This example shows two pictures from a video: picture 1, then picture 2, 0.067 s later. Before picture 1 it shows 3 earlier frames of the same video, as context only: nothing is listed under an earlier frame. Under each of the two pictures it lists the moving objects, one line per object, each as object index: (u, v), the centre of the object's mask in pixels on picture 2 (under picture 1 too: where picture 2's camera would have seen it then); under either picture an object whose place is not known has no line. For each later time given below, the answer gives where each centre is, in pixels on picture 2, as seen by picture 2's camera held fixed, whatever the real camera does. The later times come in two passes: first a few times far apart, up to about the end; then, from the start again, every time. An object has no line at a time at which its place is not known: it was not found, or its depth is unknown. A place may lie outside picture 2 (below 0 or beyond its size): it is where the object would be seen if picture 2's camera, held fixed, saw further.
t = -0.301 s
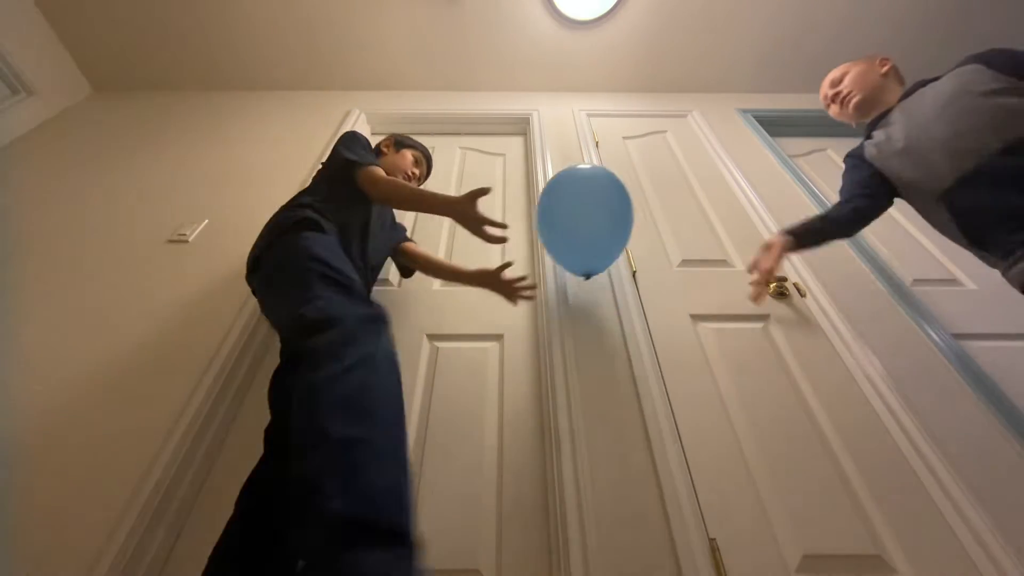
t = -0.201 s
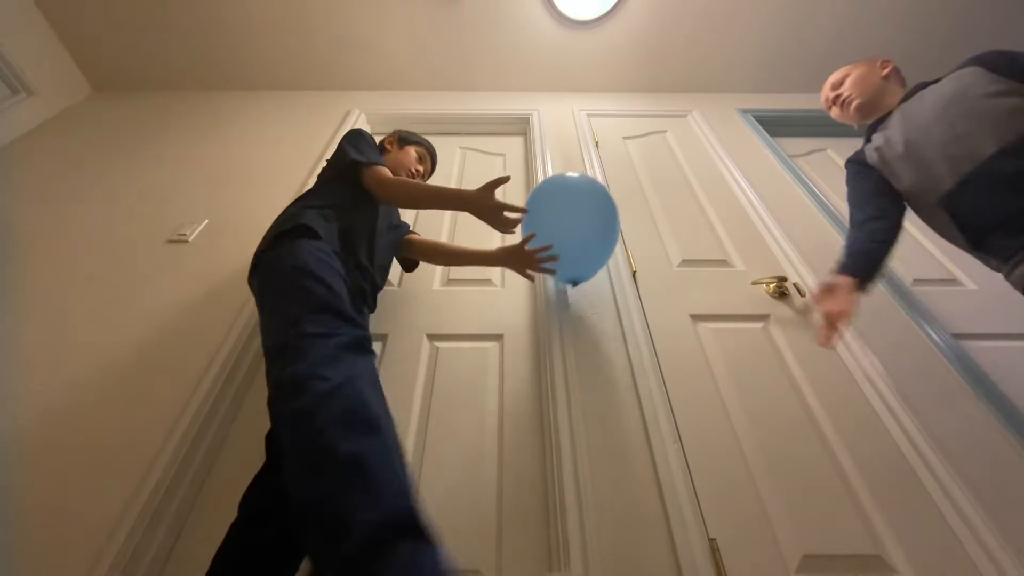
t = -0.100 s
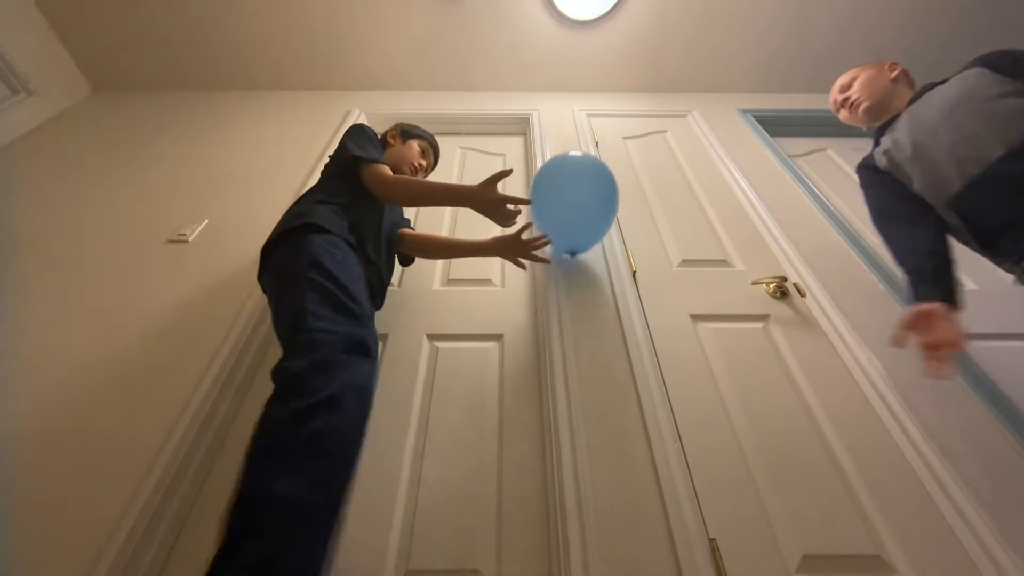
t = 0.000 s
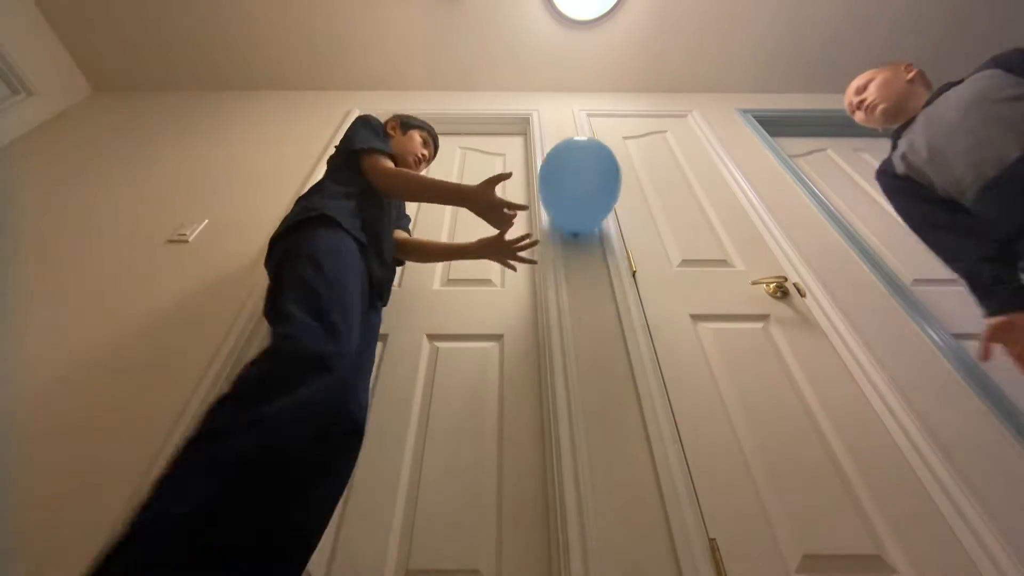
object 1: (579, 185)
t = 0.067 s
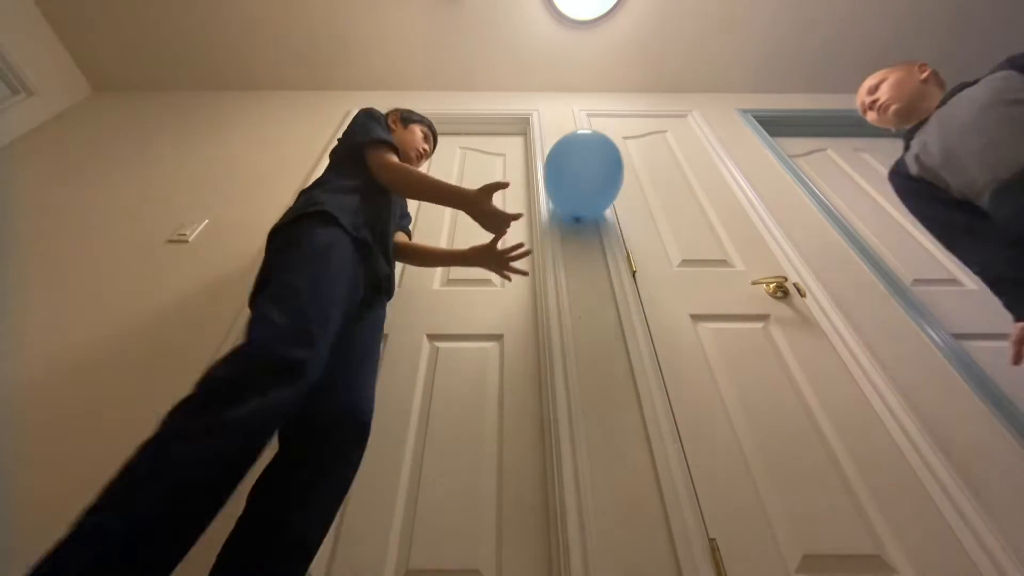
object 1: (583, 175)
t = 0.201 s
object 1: (589, 155)
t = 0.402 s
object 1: (597, 133)
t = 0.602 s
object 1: (606, 121)
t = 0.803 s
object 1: (617, 121)
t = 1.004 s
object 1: (632, 130)
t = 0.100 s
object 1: (585, 171)
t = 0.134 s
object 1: (586, 164)
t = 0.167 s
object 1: (588, 159)
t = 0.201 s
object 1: (589, 155)
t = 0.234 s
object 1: (590, 150)
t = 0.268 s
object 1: (591, 147)
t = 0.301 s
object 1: (593, 143)
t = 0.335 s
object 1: (594, 140)
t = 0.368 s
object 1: (595, 136)
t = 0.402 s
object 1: (597, 133)
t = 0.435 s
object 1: (598, 131)
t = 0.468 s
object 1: (600, 128)
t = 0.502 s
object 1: (601, 126)
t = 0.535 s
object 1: (603, 124)
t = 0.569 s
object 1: (605, 123)
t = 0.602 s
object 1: (606, 121)
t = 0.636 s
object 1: (608, 121)
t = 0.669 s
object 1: (610, 120)
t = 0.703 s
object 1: (612, 120)
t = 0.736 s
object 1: (613, 120)
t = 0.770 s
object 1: (615, 121)
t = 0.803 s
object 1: (617, 121)
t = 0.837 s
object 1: (620, 122)
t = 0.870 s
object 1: (622, 123)
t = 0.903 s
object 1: (624, 125)
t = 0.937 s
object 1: (627, 126)
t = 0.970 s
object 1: (630, 128)
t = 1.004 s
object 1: (632, 130)
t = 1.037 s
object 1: (635, 133)
